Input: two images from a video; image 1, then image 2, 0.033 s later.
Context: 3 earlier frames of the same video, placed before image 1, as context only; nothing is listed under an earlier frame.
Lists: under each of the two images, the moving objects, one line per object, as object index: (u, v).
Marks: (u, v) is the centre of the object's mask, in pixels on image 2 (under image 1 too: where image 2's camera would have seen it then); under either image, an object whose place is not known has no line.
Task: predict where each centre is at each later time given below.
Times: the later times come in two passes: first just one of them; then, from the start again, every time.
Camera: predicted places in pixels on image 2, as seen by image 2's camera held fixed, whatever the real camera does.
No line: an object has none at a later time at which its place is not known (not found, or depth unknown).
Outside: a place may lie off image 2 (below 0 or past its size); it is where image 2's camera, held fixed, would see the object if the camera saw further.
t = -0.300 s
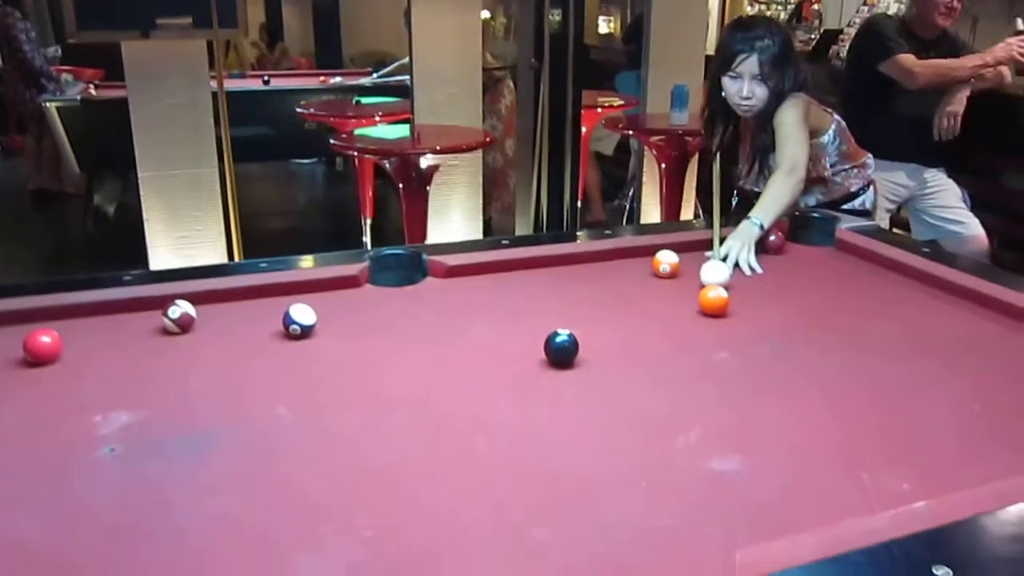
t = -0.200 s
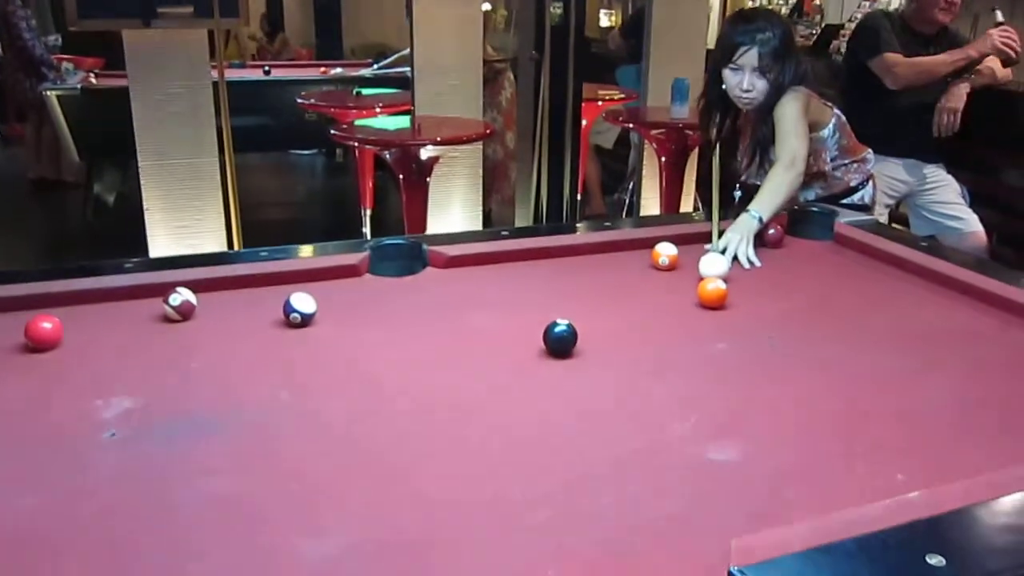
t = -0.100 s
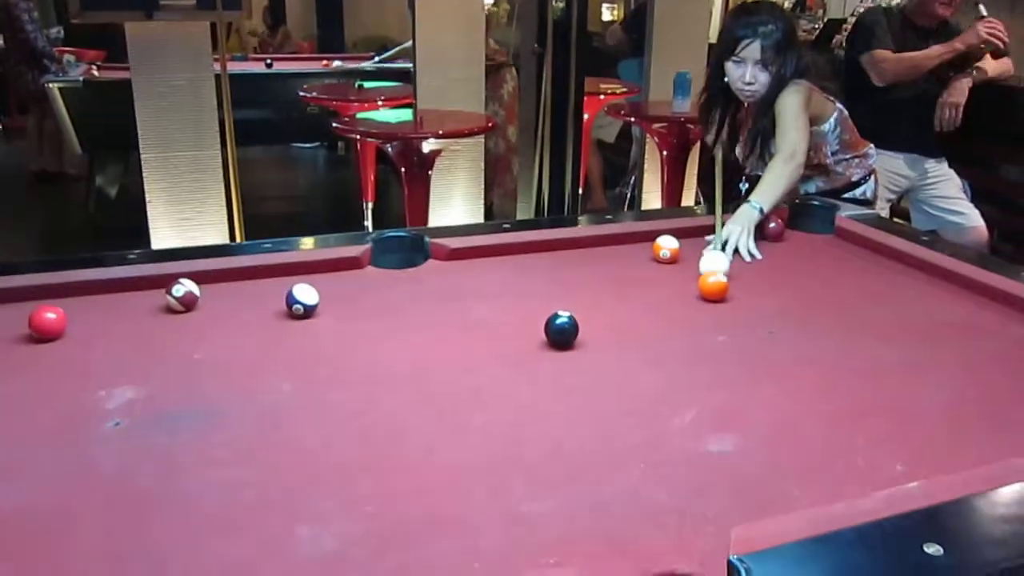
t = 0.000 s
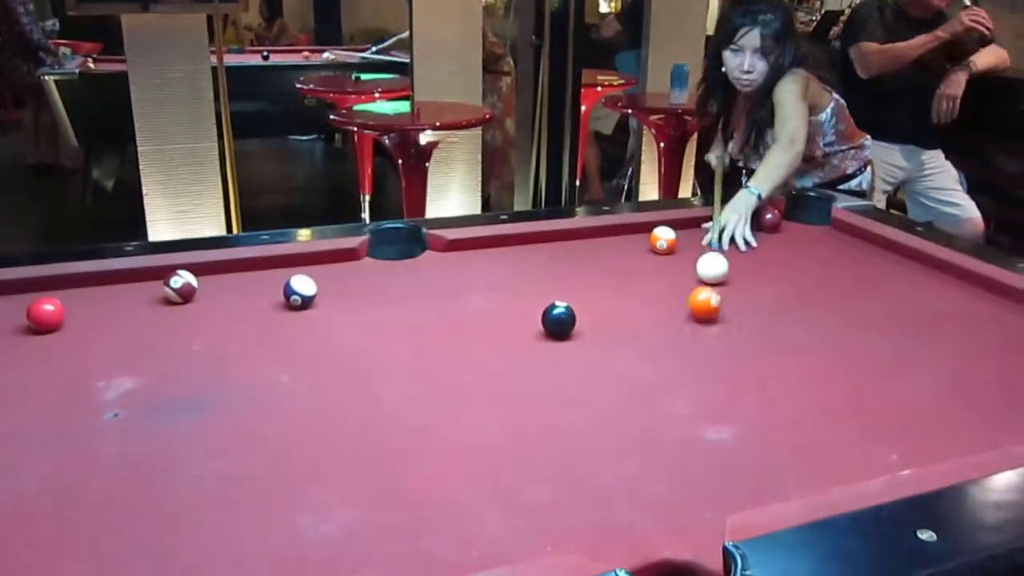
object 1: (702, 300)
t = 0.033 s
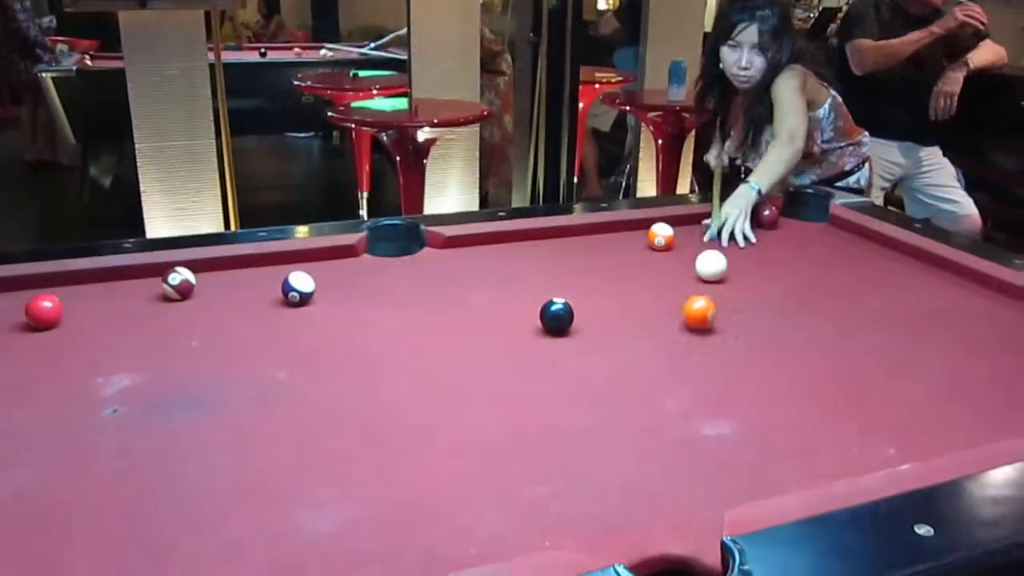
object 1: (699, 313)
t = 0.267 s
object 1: (678, 415)
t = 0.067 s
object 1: (697, 326)
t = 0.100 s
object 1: (695, 340)
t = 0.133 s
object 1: (692, 353)
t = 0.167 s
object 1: (688, 368)
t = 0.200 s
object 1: (685, 382)
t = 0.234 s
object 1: (682, 399)
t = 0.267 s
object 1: (678, 415)
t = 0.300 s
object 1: (674, 435)
